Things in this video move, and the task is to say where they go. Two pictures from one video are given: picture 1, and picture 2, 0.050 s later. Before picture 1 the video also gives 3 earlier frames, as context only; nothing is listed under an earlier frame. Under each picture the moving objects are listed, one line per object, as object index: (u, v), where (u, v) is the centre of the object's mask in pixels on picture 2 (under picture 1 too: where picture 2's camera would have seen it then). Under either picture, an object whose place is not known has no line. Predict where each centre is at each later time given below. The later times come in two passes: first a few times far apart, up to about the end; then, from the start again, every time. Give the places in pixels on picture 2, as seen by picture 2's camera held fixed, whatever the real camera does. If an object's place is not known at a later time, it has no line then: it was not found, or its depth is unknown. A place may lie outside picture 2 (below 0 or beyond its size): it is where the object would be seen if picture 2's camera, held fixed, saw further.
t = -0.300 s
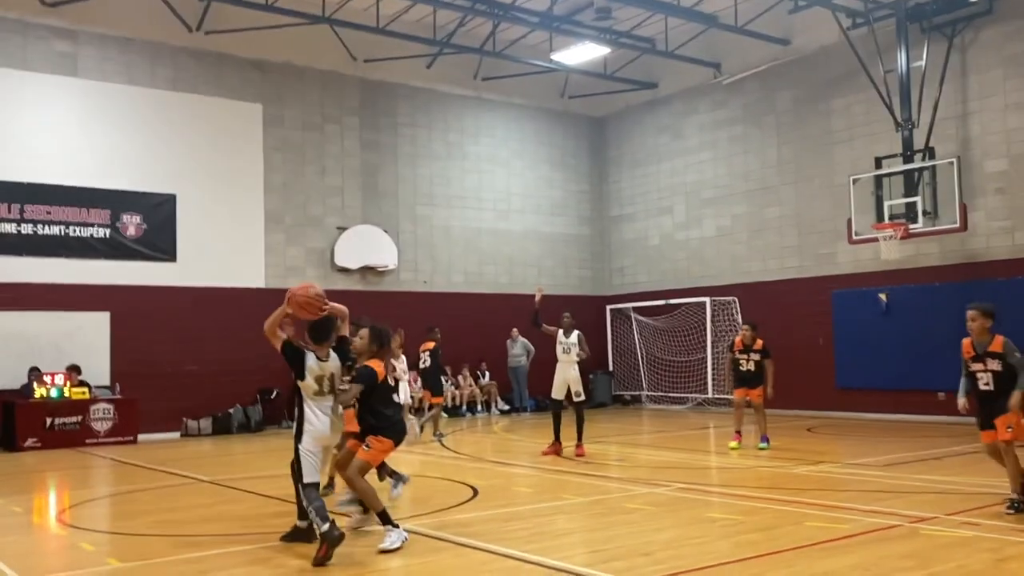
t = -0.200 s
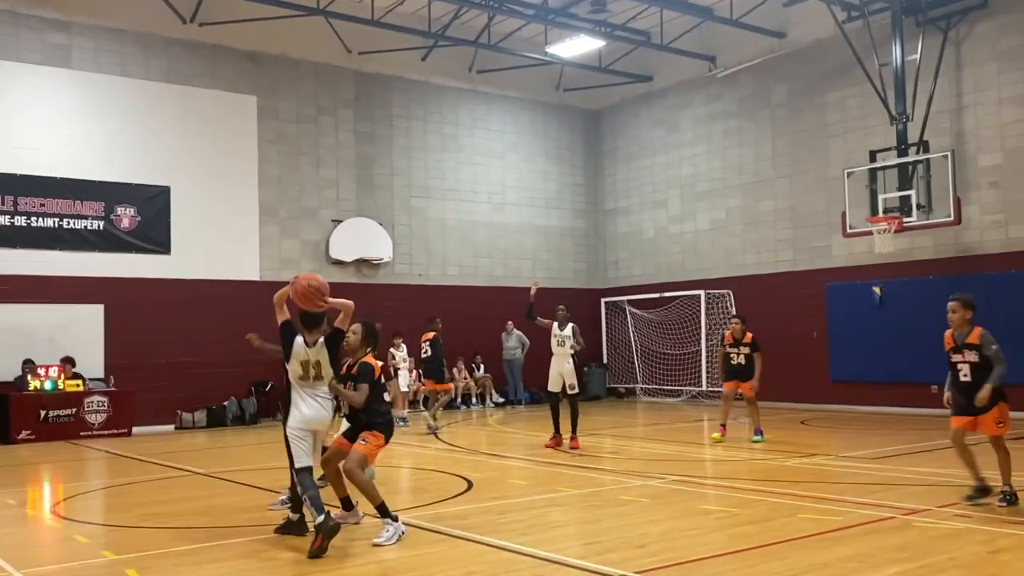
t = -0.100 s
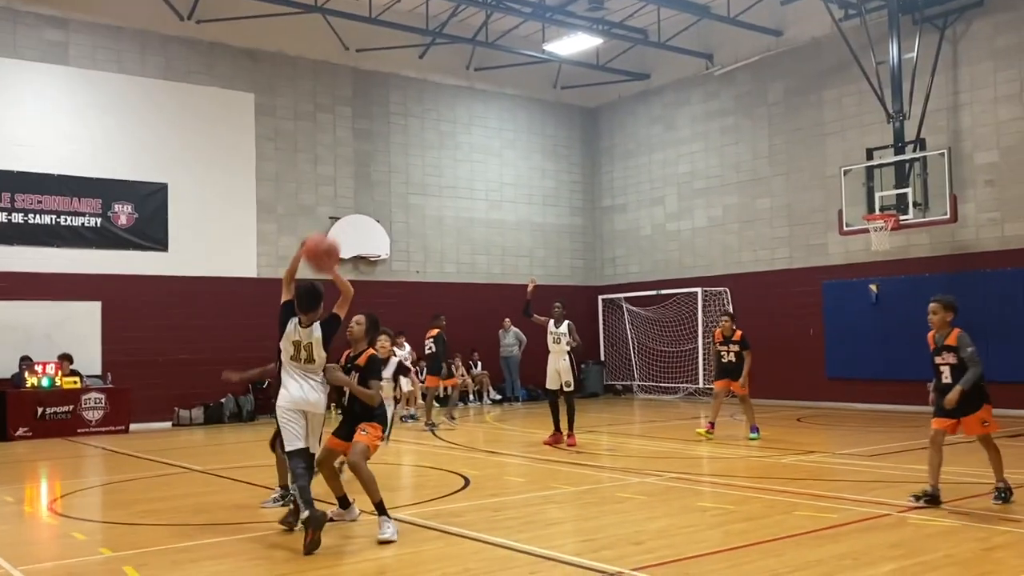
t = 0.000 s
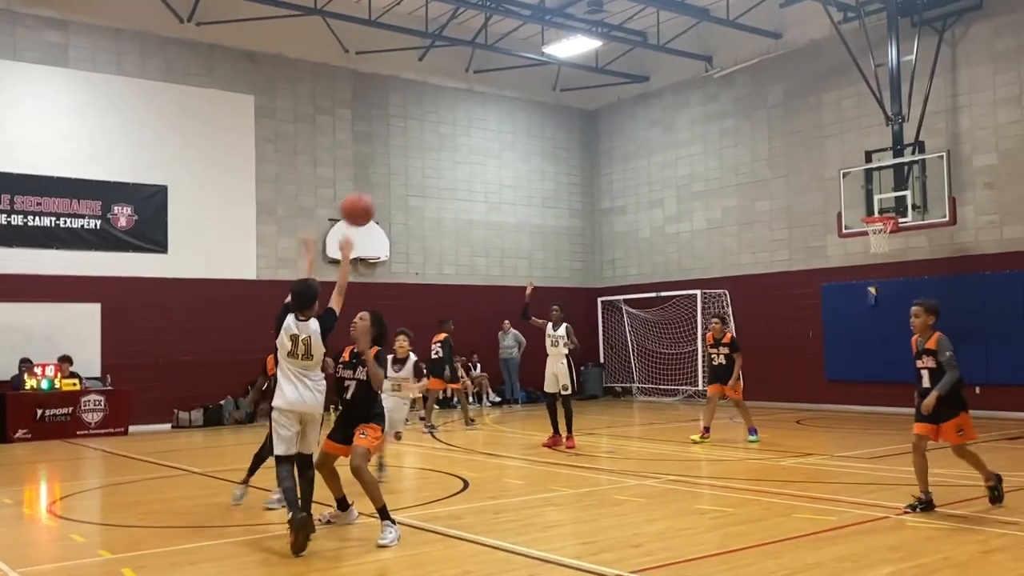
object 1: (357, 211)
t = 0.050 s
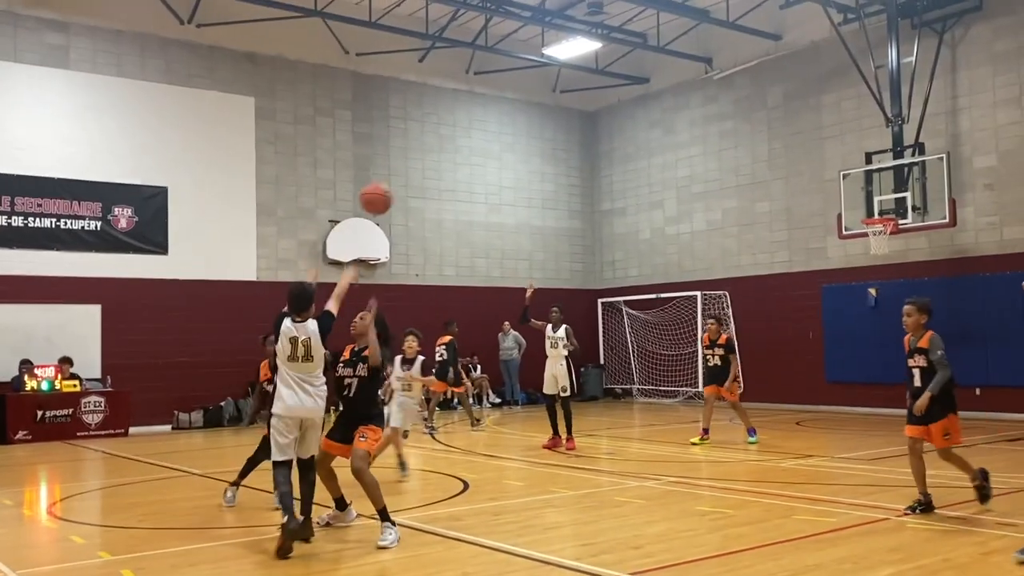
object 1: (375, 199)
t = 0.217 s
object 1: (429, 184)
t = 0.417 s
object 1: (477, 208)
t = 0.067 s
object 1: (382, 195)
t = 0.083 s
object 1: (387, 193)
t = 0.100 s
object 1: (393, 191)
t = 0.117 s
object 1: (398, 189)
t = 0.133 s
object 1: (404, 187)
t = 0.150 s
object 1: (409, 186)
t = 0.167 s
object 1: (414, 185)
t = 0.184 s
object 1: (419, 185)
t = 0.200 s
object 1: (424, 184)
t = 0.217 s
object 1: (429, 184)
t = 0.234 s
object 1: (433, 185)
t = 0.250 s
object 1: (437, 186)
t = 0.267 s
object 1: (441, 187)
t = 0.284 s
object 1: (446, 188)
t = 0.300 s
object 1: (450, 189)
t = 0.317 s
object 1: (454, 192)
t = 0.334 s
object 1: (458, 194)
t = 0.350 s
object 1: (462, 196)
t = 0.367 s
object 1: (466, 199)
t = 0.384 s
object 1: (469, 202)
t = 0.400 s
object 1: (473, 204)
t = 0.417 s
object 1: (477, 208)
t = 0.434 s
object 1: (480, 212)
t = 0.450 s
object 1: (484, 215)
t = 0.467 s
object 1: (487, 219)
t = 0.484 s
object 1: (490, 224)
